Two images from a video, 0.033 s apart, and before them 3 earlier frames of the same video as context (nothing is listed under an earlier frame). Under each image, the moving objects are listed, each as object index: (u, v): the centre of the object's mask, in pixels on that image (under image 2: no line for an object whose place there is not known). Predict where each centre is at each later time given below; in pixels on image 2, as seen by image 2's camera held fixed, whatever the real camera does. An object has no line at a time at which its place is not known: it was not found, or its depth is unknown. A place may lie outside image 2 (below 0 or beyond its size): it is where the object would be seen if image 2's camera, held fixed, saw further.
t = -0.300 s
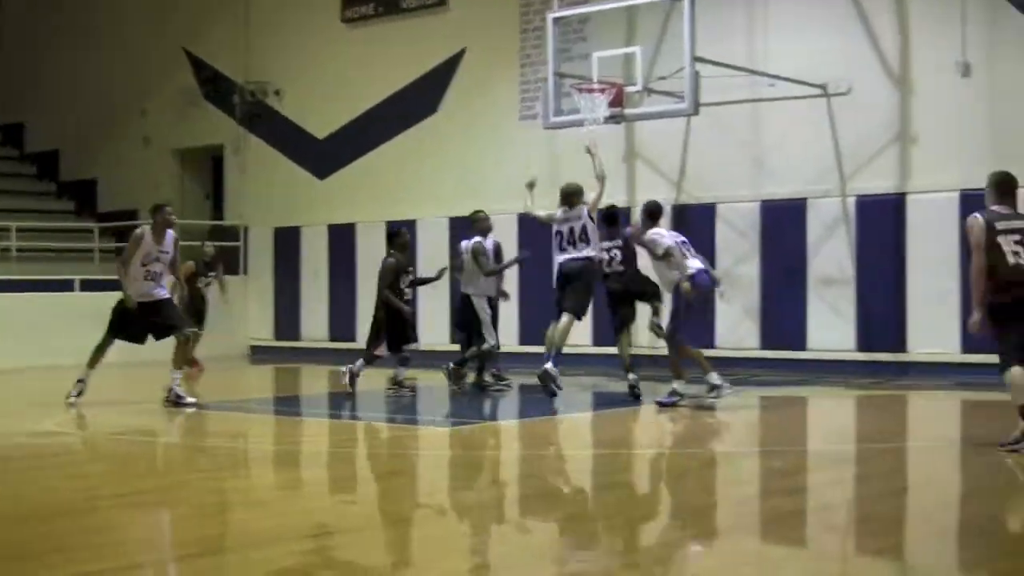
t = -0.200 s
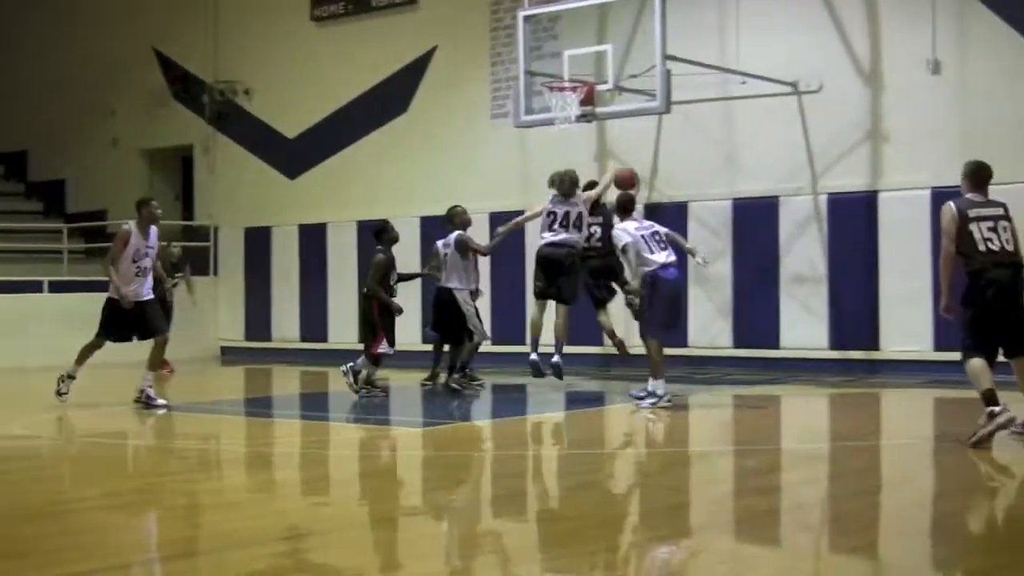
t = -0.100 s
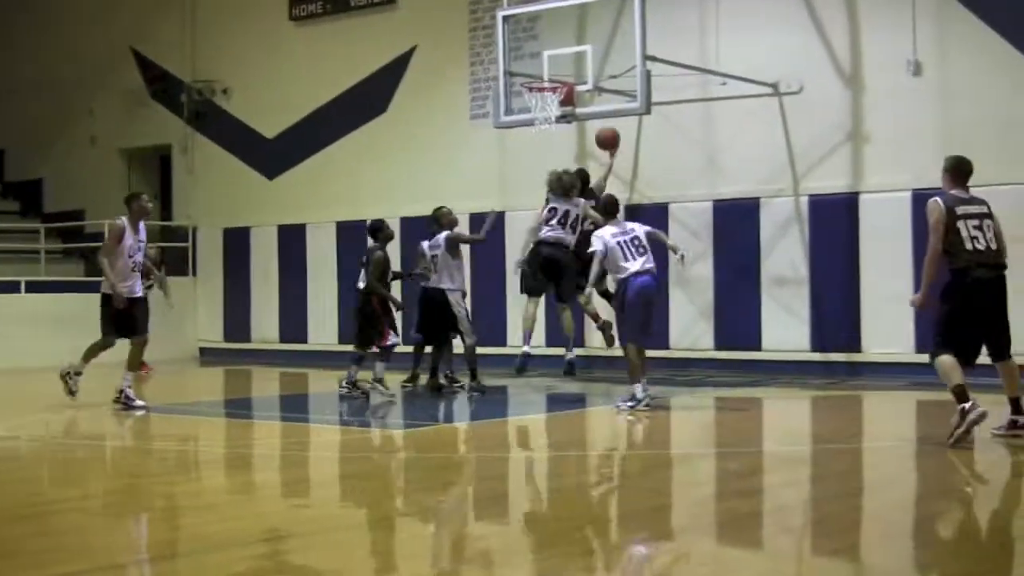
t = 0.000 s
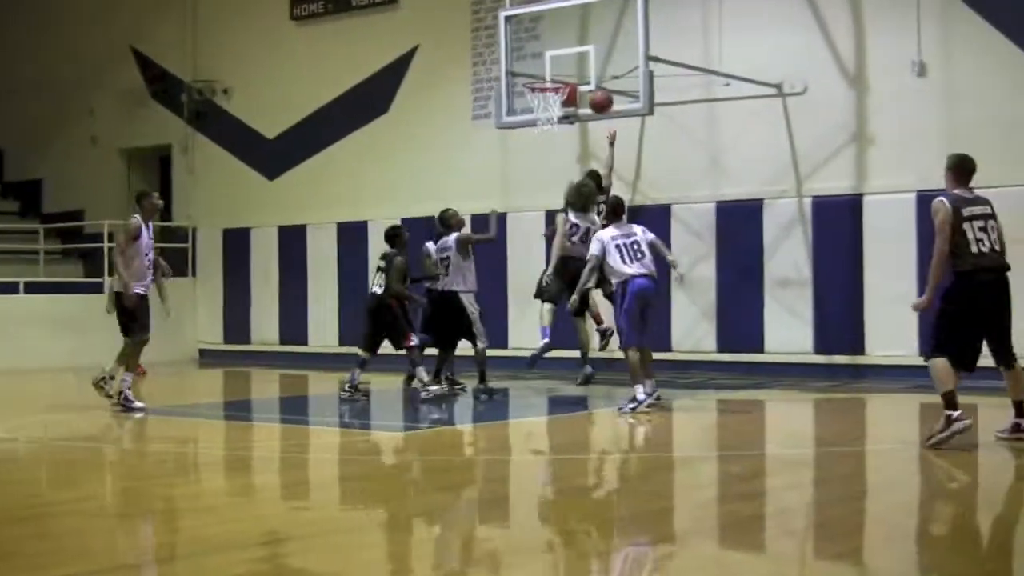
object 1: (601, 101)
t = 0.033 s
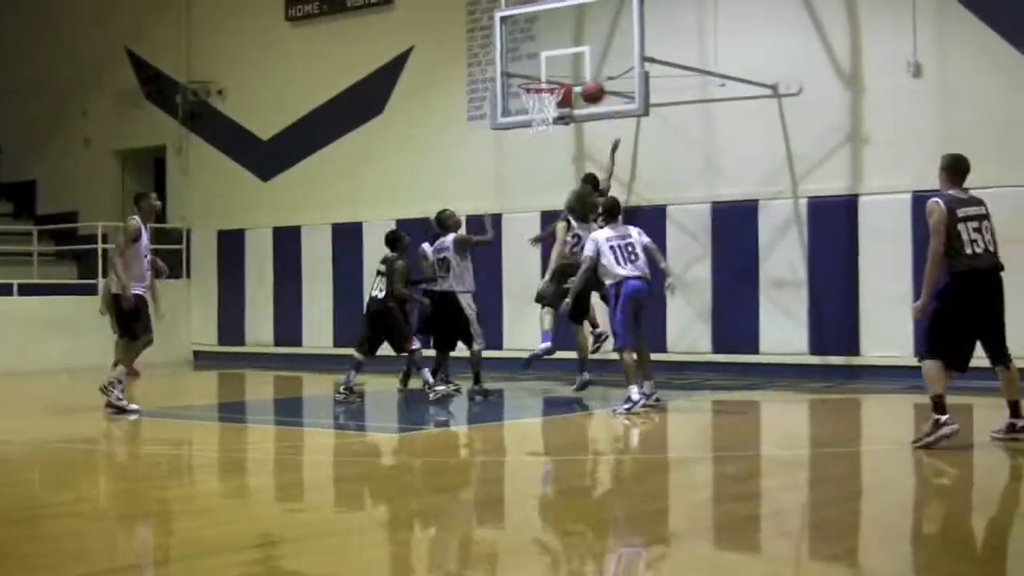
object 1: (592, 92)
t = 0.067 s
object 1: (589, 83)
